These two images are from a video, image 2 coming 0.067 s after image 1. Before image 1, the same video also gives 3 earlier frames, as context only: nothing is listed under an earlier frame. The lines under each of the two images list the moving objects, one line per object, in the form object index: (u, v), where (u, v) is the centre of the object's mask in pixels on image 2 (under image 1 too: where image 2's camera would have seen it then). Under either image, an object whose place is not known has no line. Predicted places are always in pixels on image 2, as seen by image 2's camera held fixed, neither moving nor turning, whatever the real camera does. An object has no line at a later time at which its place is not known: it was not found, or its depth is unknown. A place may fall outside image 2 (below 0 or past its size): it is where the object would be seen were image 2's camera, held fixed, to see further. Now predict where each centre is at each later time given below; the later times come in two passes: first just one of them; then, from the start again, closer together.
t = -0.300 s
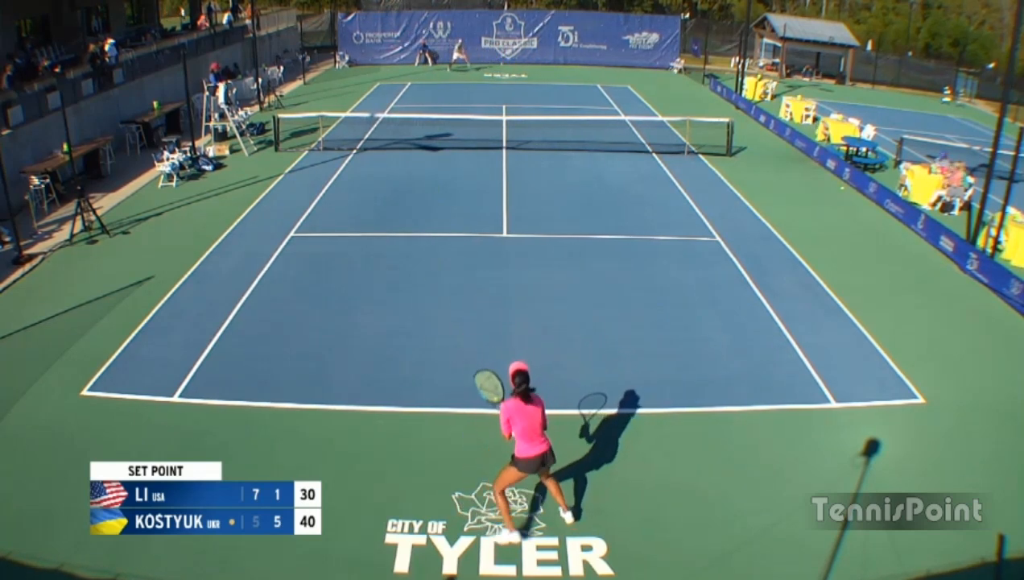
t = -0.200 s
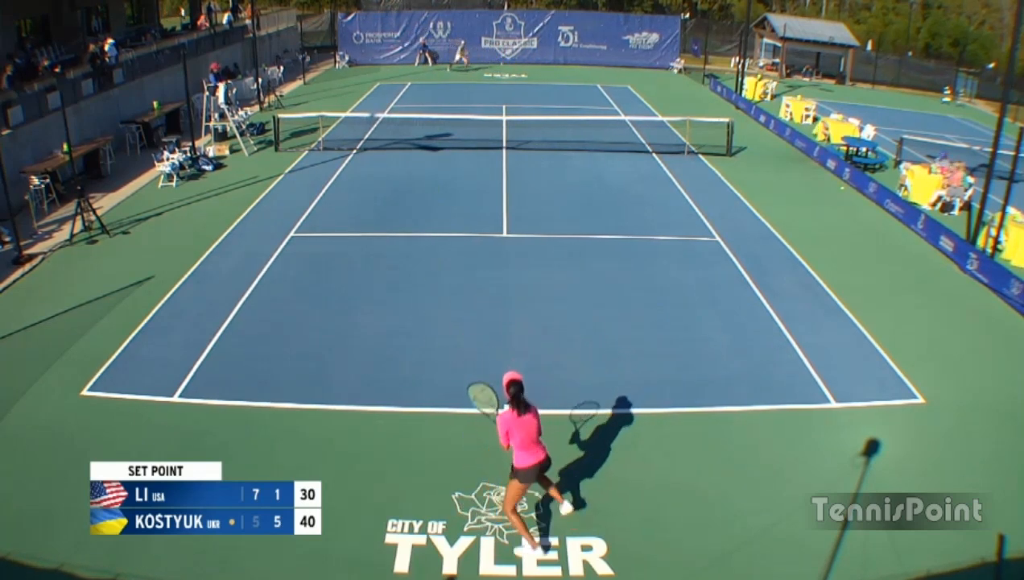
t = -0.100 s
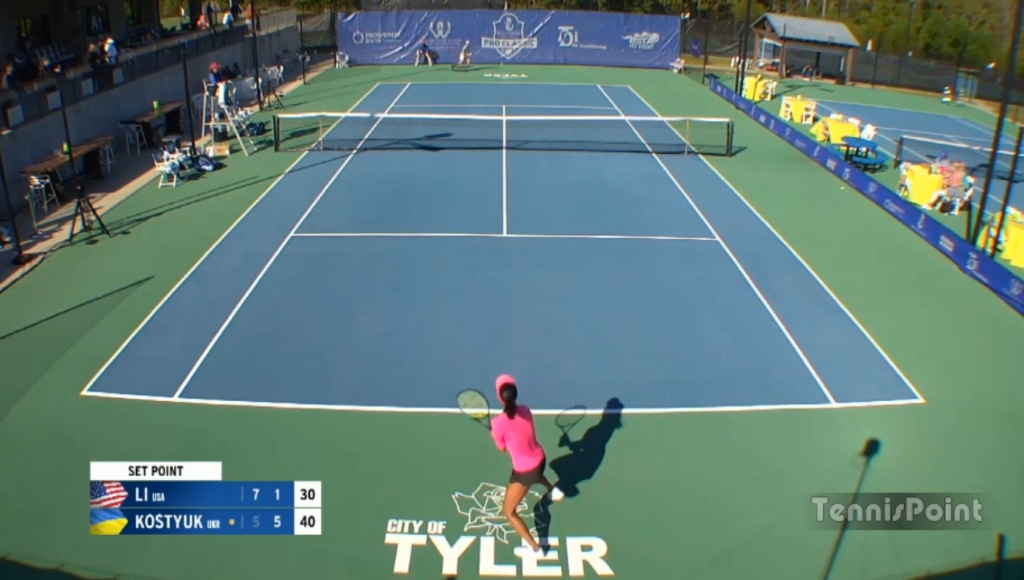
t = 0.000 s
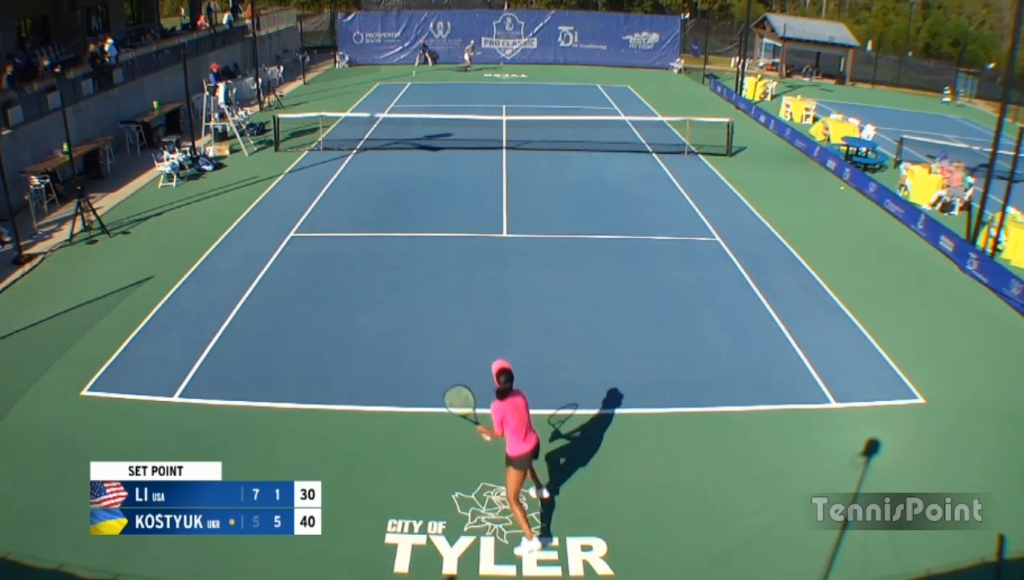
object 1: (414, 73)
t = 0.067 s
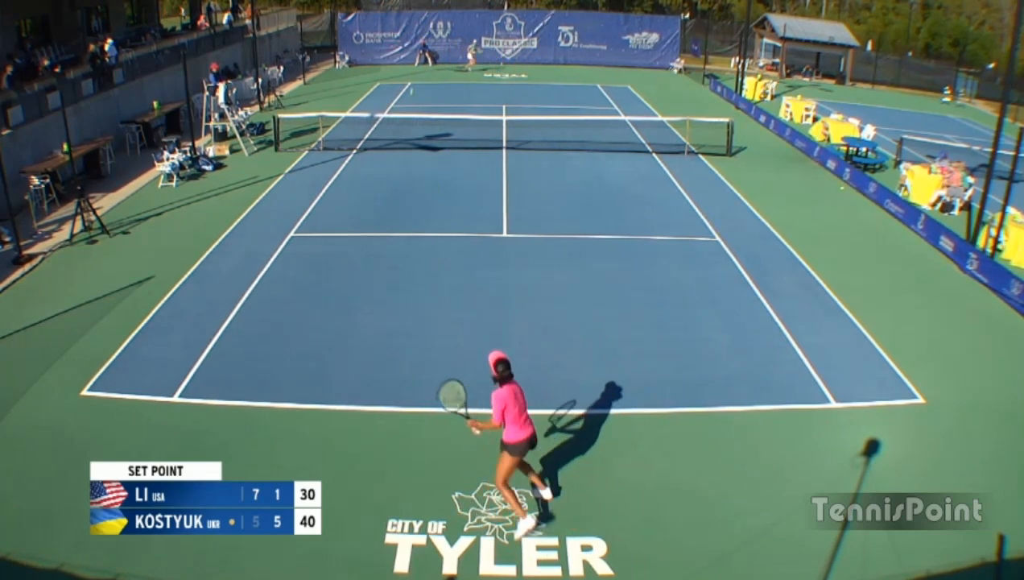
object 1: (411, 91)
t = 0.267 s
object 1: (403, 176)
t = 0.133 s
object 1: (408, 112)
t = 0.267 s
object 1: (403, 176)
